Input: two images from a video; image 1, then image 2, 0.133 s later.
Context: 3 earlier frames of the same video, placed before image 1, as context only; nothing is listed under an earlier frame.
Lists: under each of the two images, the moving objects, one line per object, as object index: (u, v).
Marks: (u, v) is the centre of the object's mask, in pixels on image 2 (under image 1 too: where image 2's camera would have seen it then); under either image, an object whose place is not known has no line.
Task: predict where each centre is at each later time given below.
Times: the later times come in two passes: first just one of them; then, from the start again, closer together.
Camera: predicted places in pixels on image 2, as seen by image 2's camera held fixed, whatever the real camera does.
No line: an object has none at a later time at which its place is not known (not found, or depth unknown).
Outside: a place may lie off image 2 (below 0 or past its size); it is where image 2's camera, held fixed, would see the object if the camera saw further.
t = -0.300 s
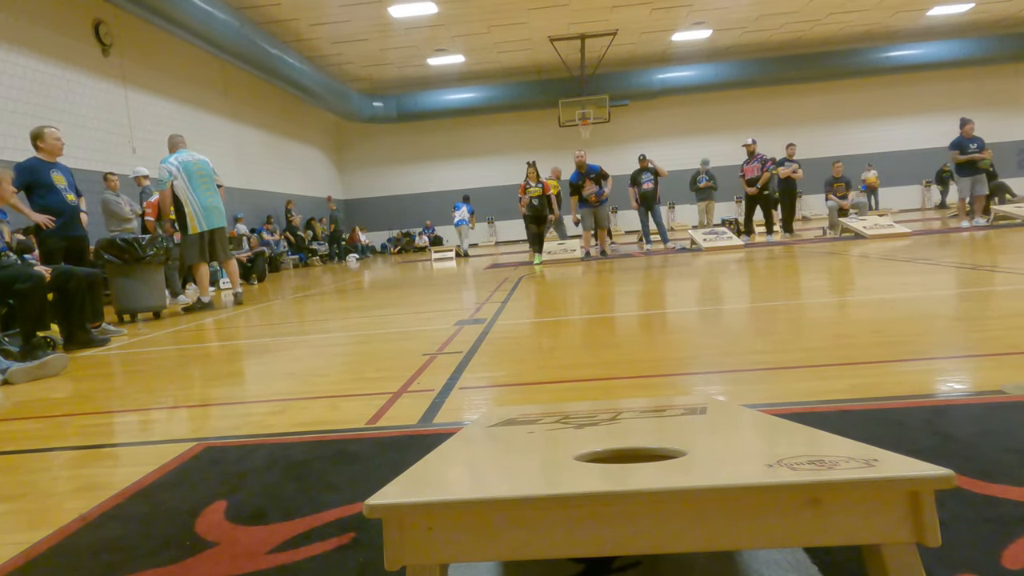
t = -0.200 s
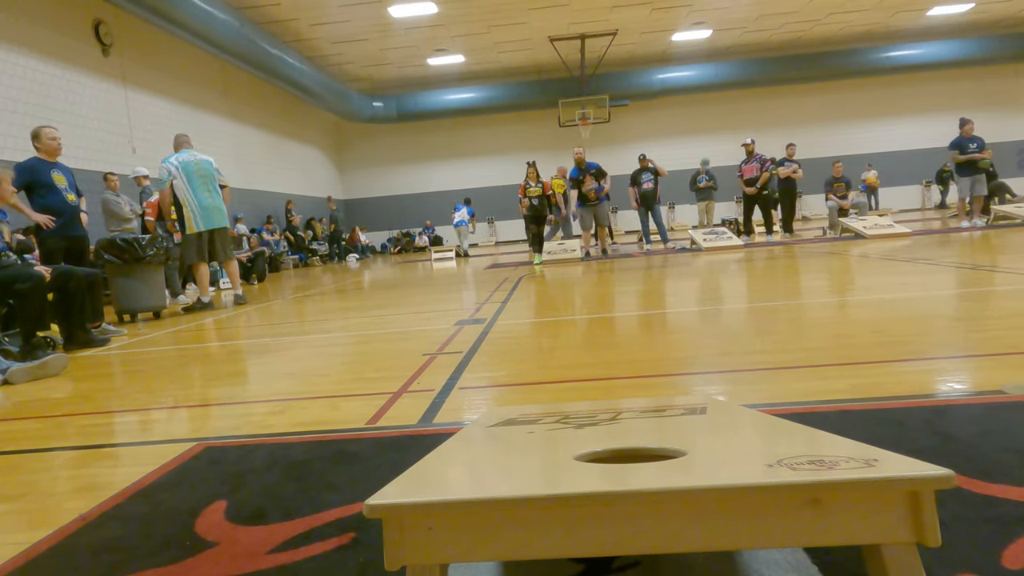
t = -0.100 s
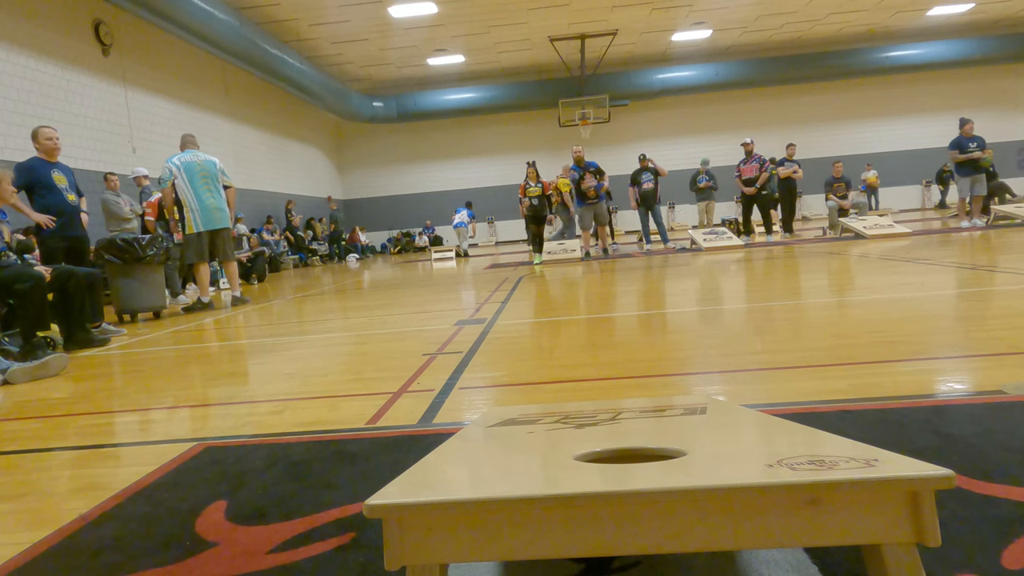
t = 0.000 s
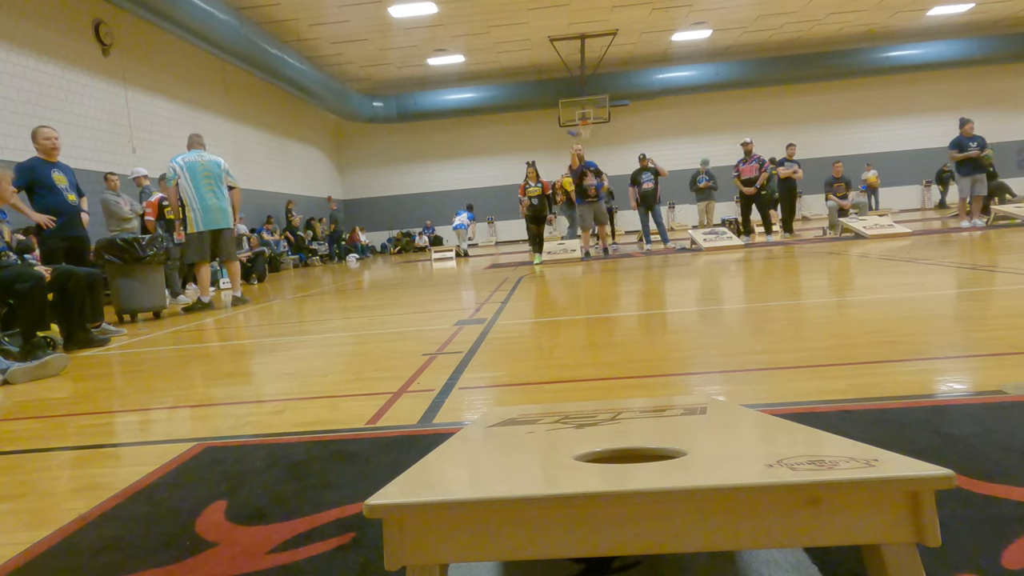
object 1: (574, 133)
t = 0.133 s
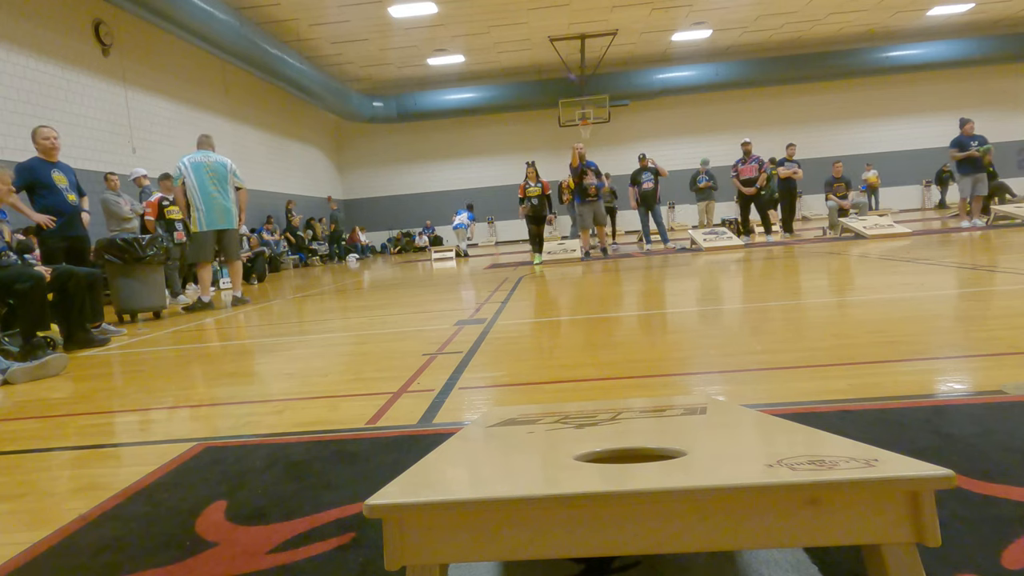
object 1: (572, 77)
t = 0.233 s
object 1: (570, 39)
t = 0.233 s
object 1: (570, 39)
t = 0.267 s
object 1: (571, 27)
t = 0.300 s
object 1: (571, 15)
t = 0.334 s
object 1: (571, 4)
